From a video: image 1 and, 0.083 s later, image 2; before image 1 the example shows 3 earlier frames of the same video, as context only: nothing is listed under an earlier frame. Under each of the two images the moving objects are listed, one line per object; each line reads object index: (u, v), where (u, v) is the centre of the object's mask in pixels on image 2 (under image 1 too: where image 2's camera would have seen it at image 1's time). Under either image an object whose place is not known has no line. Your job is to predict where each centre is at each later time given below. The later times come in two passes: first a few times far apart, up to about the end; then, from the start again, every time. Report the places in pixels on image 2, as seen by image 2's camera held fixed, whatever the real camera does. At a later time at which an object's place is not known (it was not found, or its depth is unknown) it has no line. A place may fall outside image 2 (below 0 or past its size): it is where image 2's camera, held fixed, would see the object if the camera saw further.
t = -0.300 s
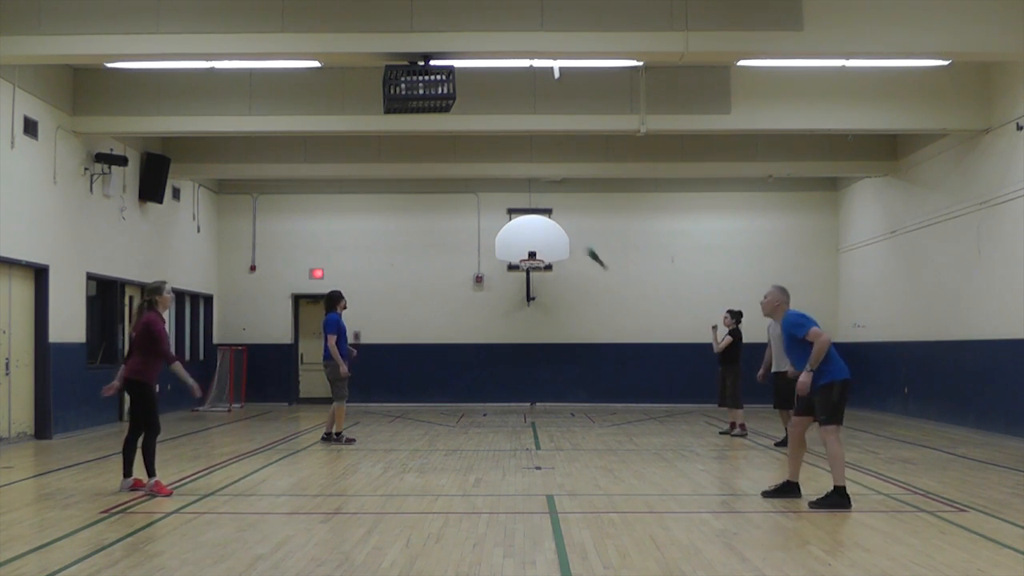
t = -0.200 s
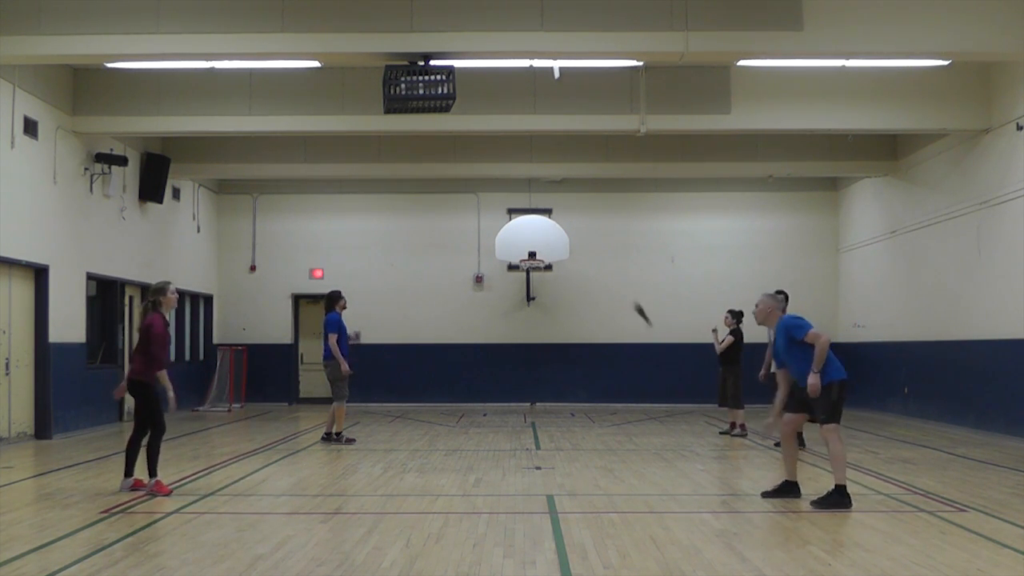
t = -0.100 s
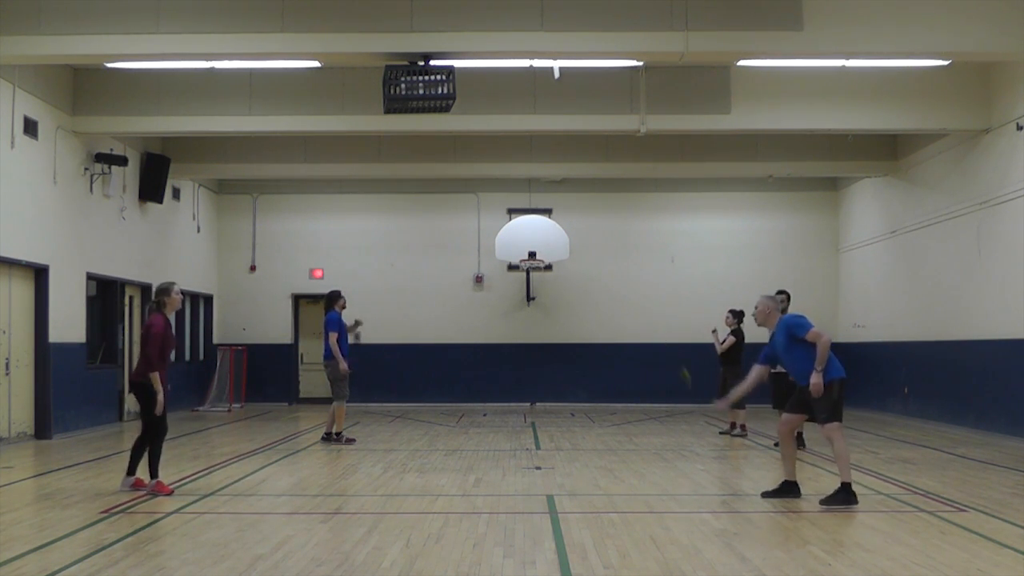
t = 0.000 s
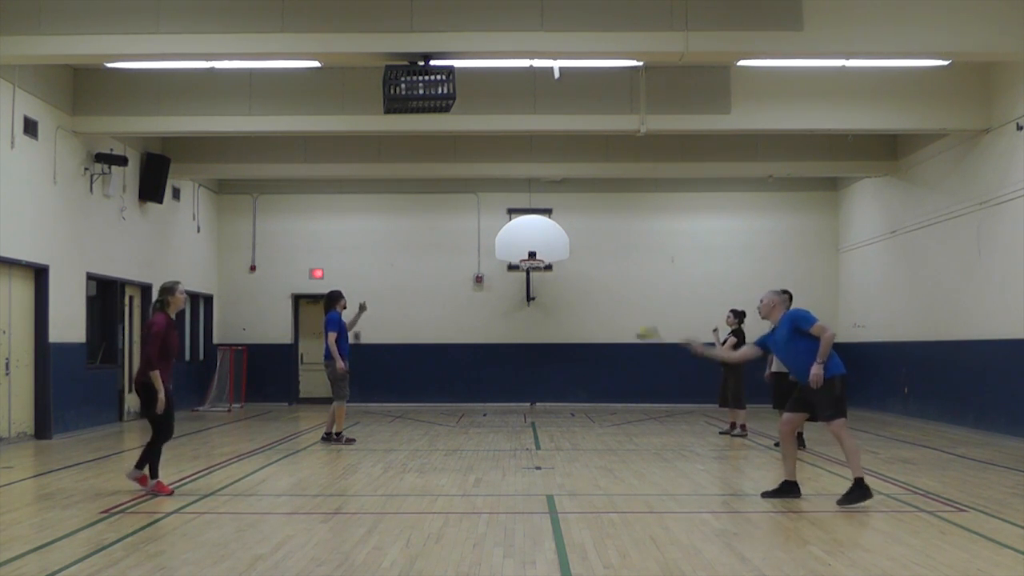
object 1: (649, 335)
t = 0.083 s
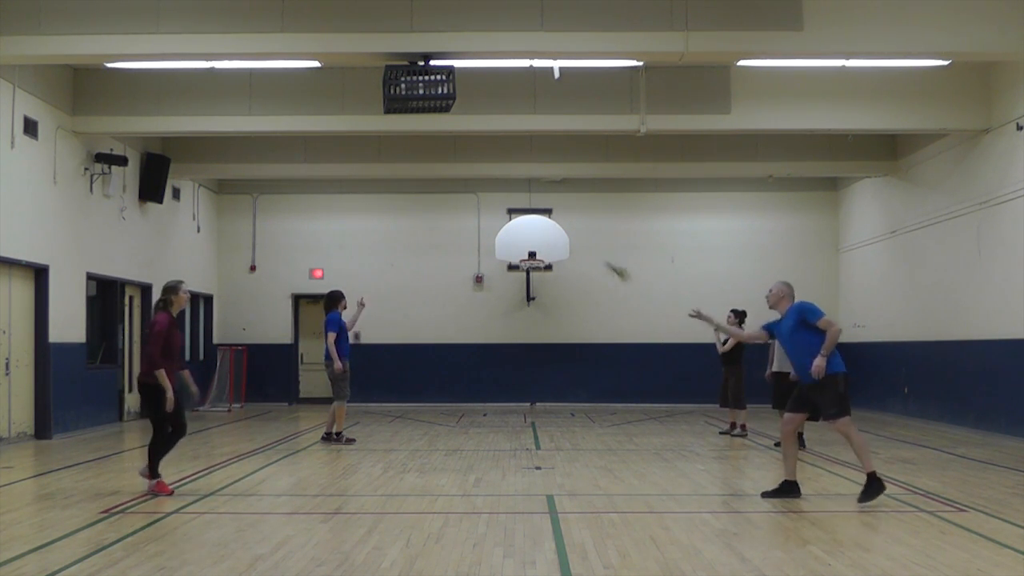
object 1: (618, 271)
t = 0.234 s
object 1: (534, 185)
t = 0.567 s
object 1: (366, 89)
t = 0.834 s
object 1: (228, 115)
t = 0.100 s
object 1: (608, 259)
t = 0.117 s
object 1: (598, 249)
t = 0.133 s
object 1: (589, 239)
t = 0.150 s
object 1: (579, 230)
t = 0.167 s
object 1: (570, 221)
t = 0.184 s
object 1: (560, 211)
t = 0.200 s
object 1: (552, 202)
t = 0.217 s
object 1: (544, 196)
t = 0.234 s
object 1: (534, 185)
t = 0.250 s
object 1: (525, 177)
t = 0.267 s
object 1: (517, 169)
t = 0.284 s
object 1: (509, 161)
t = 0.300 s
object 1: (502, 154)
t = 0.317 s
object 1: (492, 145)
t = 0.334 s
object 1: (484, 140)
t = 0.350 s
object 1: (475, 132)
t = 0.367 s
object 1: (466, 127)
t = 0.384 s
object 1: (459, 123)
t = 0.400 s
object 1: (453, 118)
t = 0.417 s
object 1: (442, 113)
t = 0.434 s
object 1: (433, 109)
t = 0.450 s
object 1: (426, 107)
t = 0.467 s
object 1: (421, 105)
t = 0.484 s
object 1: (412, 100)
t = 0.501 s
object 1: (405, 97)
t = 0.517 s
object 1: (394, 94)
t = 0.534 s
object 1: (384, 91)
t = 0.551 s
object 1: (376, 90)
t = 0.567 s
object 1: (366, 89)
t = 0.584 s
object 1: (357, 87)
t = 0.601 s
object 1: (349, 87)
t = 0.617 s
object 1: (340, 87)
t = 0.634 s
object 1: (332, 86)
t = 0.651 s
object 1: (323, 86)
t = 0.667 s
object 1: (315, 87)
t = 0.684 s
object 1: (307, 88)
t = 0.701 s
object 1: (296, 90)
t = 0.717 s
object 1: (288, 92)
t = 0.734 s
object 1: (279, 94)
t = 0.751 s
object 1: (270, 96)
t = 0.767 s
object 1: (262, 99)
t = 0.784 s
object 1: (254, 102)
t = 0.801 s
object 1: (245, 106)
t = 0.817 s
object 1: (236, 111)
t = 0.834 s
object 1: (228, 115)
